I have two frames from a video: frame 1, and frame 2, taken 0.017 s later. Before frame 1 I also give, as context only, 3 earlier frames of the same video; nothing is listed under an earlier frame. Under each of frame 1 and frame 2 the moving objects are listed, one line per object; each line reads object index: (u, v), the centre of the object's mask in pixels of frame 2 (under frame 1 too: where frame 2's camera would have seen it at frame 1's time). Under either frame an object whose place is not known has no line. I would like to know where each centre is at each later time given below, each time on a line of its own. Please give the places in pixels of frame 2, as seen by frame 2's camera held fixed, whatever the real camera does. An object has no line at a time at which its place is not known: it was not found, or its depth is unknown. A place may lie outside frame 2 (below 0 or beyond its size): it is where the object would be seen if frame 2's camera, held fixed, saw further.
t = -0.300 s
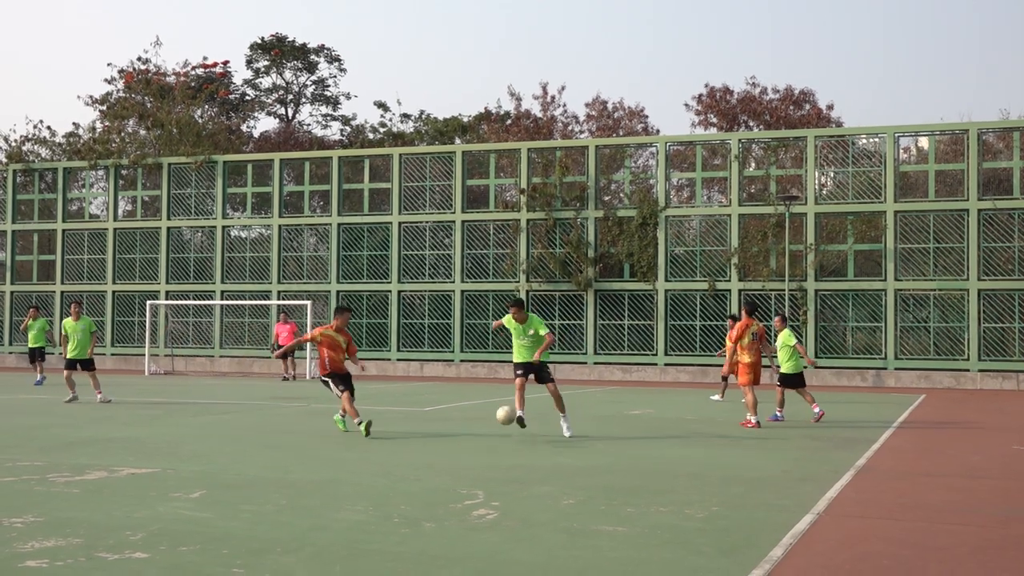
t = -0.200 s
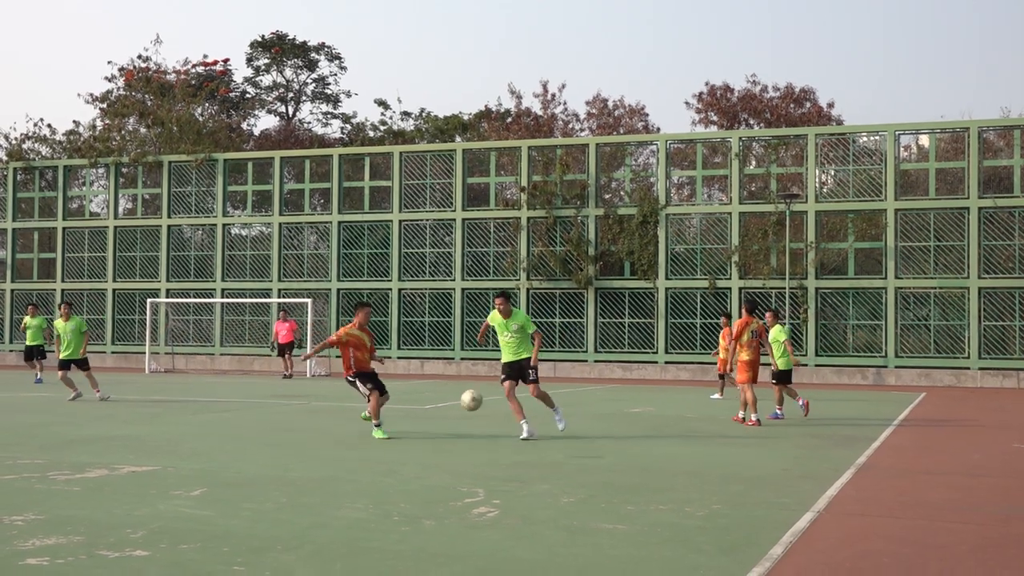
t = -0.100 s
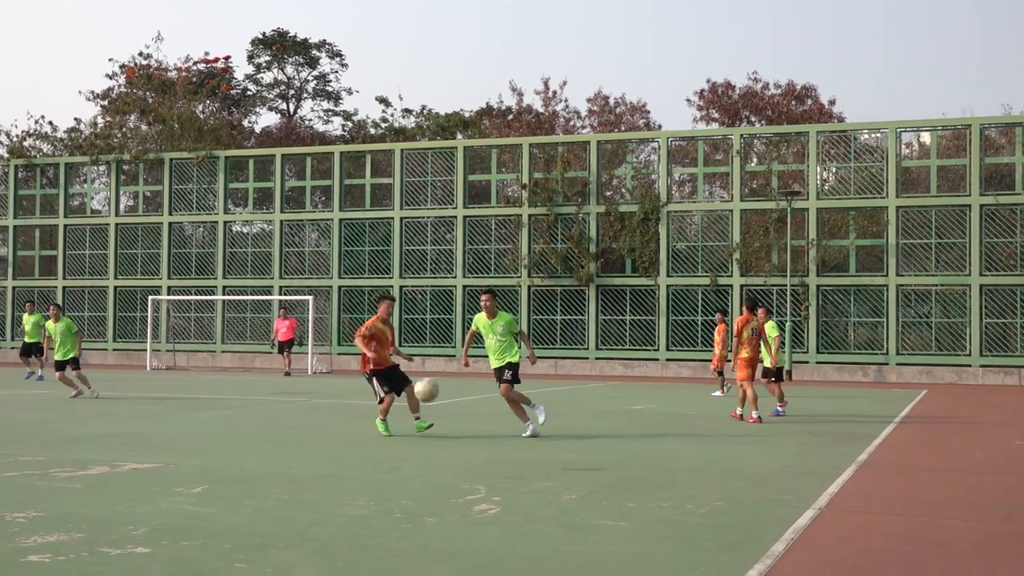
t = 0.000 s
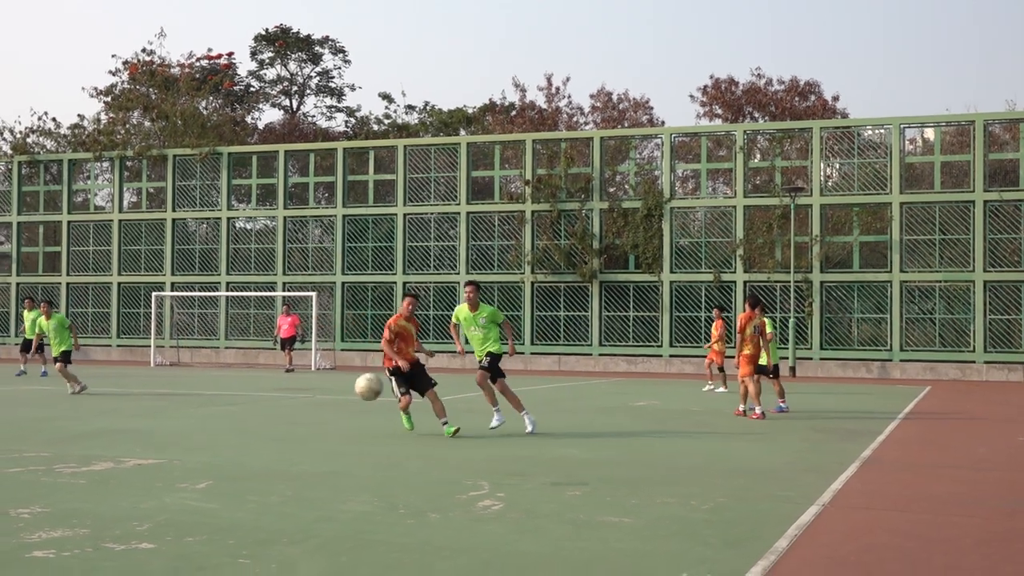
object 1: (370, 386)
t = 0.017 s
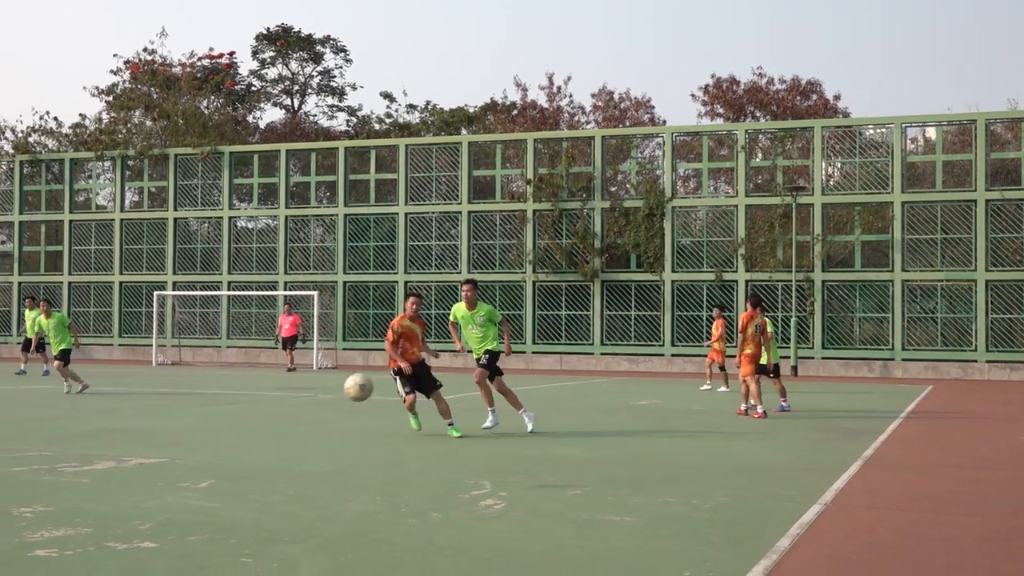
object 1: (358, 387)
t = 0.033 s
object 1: (346, 389)
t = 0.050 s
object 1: (333, 391)
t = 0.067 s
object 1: (319, 394)
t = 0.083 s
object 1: (305, 396)
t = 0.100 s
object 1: (289, 400)
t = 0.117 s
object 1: (272, 404)
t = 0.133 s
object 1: (255, 408)
